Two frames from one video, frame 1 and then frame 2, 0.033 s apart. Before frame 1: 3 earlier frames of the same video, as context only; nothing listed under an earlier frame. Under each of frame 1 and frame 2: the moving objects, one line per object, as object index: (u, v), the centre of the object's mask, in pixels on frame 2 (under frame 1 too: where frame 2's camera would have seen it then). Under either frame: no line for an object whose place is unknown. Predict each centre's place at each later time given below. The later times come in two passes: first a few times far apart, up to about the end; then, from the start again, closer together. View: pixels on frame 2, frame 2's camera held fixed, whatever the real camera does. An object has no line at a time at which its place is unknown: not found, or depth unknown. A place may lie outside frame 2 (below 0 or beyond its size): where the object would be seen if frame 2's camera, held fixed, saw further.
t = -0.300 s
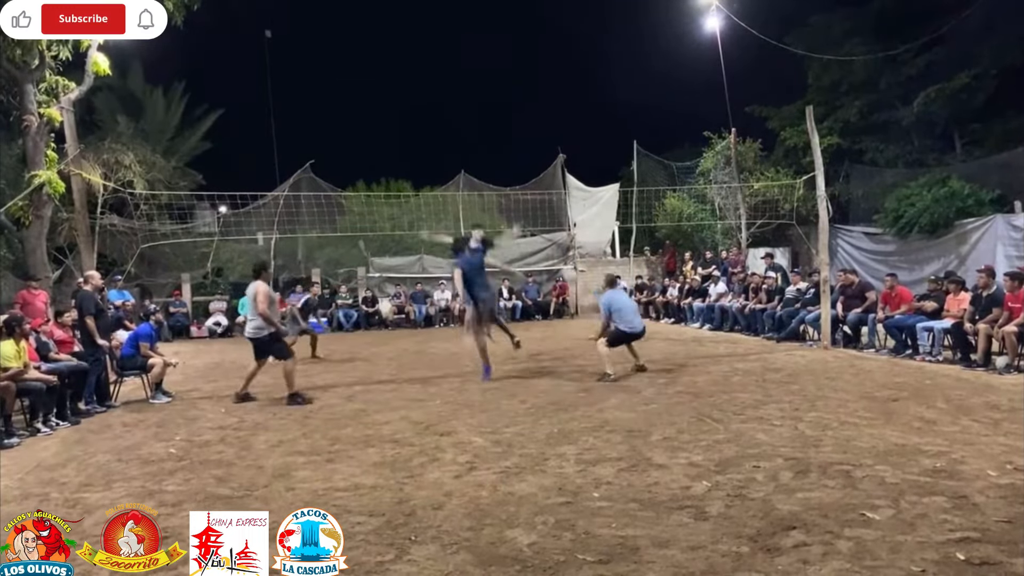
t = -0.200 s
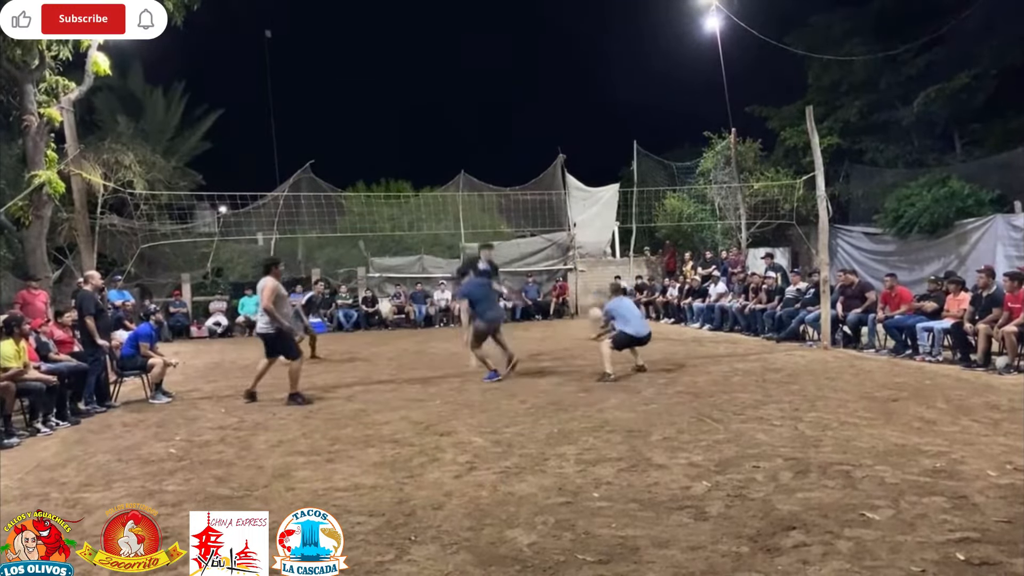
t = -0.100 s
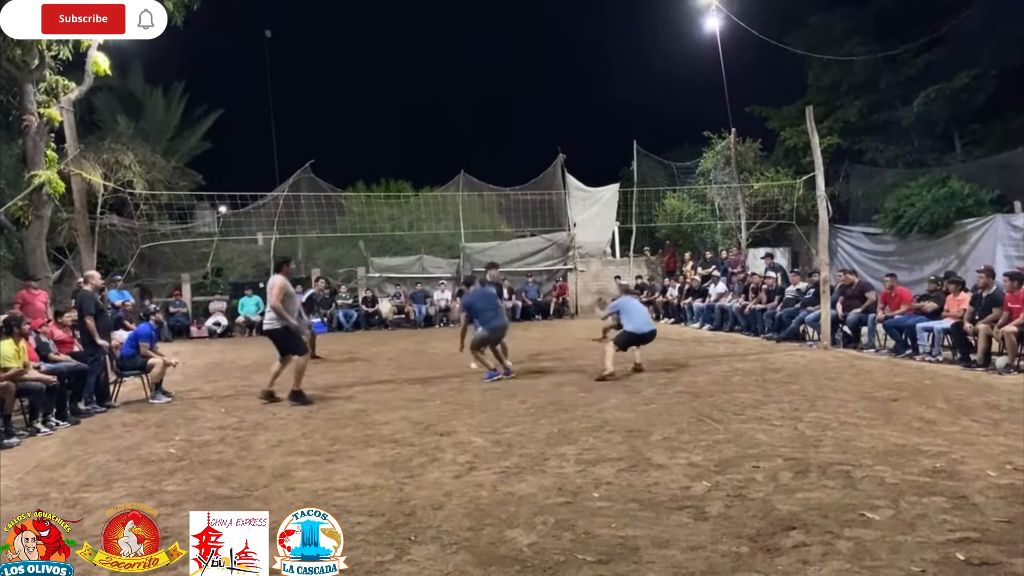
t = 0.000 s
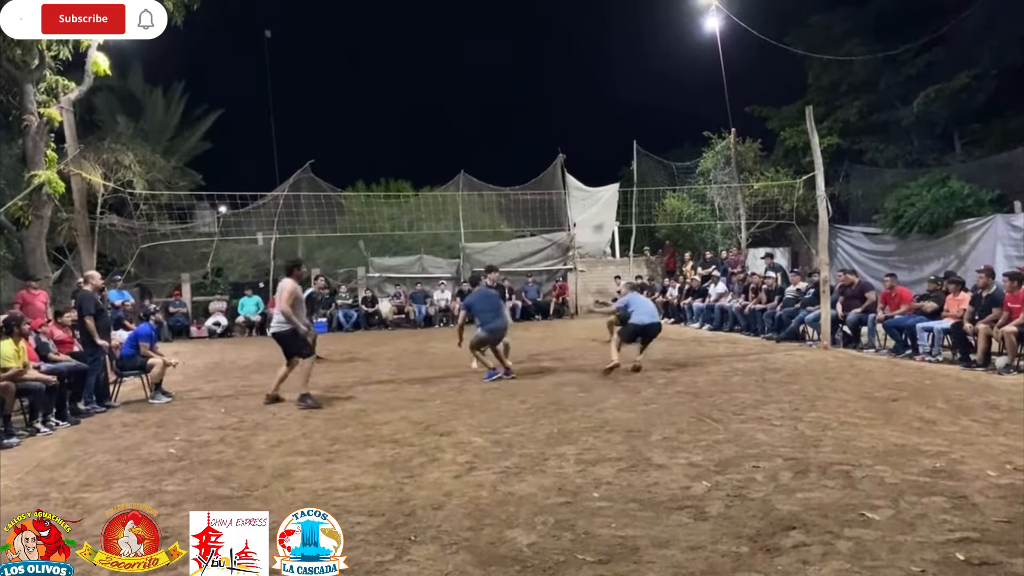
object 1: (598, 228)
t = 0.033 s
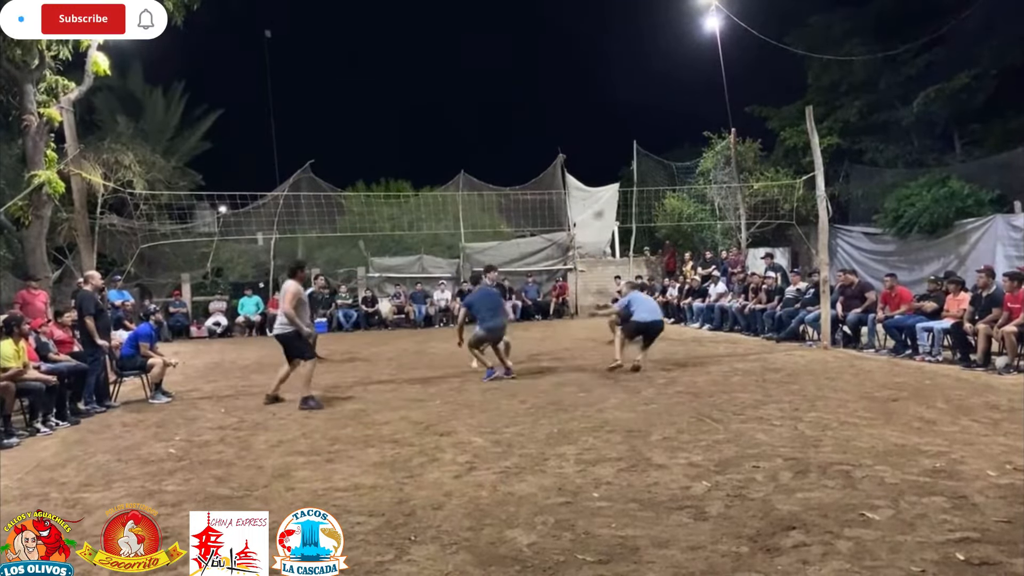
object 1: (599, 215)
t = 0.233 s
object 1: (604, 143)
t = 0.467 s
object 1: (613, 101)
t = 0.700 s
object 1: (624, 99)
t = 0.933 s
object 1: (635, 138)
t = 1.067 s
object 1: (642, 178)
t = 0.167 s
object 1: (602, 162)
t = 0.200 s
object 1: (603, 152)
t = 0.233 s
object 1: (604, 143)
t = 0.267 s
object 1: (606, 135)
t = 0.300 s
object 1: (607, 128)
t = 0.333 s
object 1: (608, 121)
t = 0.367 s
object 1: (610, 115)
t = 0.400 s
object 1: (611, 109)
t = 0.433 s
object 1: (612, 105)
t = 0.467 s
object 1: (613, 101)
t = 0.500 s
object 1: (615, 99)
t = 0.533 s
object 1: (616, 97)
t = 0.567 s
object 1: (618, 95)
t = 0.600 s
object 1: (619, 95)
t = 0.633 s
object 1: (620, 95)
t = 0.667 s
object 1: (622, 97)
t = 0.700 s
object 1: (624, 99)
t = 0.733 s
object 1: (625, 102)
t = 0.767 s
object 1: (627, 106)
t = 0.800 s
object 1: (628, 110)
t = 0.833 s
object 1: (630, 116)
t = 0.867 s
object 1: (631, 122)
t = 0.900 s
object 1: (633, 130)
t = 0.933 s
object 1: (635, 138)
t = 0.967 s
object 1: (637, 147)
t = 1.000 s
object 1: (638, 156)
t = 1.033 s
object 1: (640, 167)
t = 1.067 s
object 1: (642, 178)
